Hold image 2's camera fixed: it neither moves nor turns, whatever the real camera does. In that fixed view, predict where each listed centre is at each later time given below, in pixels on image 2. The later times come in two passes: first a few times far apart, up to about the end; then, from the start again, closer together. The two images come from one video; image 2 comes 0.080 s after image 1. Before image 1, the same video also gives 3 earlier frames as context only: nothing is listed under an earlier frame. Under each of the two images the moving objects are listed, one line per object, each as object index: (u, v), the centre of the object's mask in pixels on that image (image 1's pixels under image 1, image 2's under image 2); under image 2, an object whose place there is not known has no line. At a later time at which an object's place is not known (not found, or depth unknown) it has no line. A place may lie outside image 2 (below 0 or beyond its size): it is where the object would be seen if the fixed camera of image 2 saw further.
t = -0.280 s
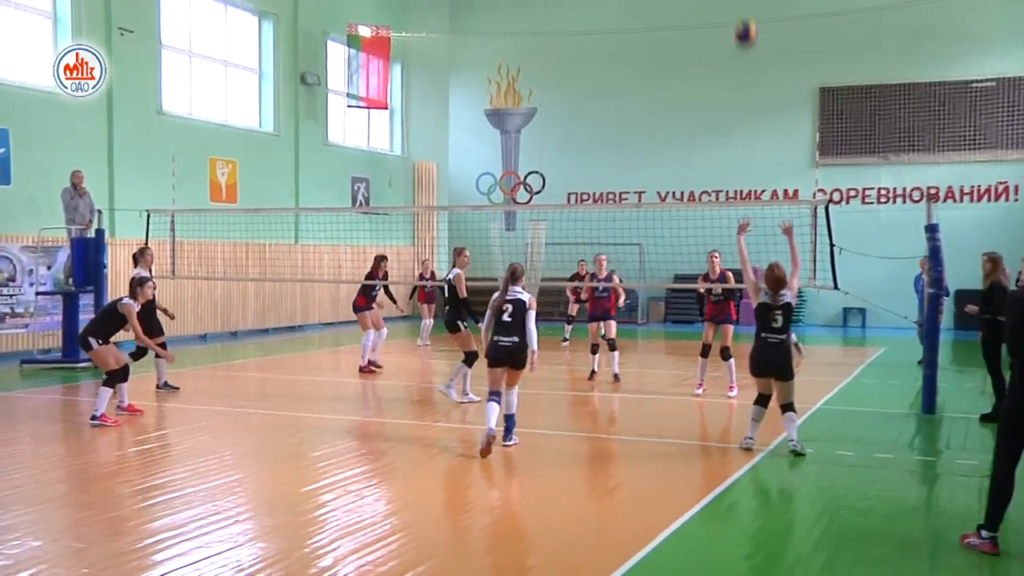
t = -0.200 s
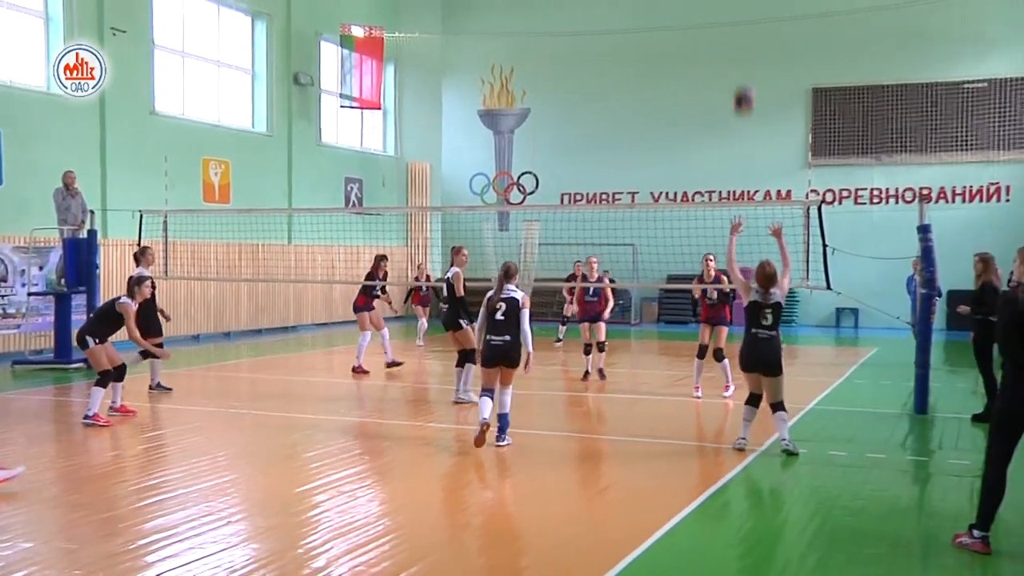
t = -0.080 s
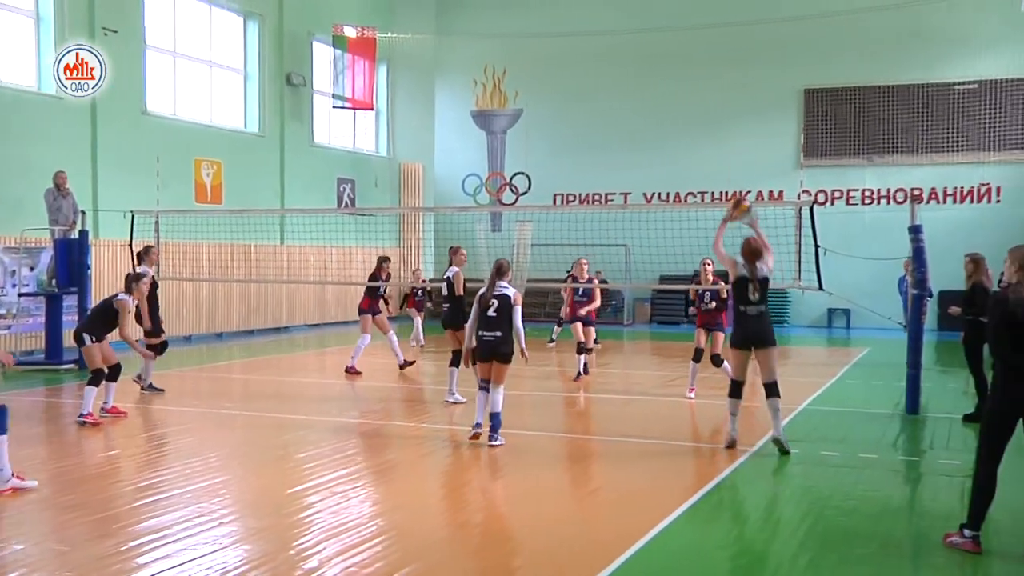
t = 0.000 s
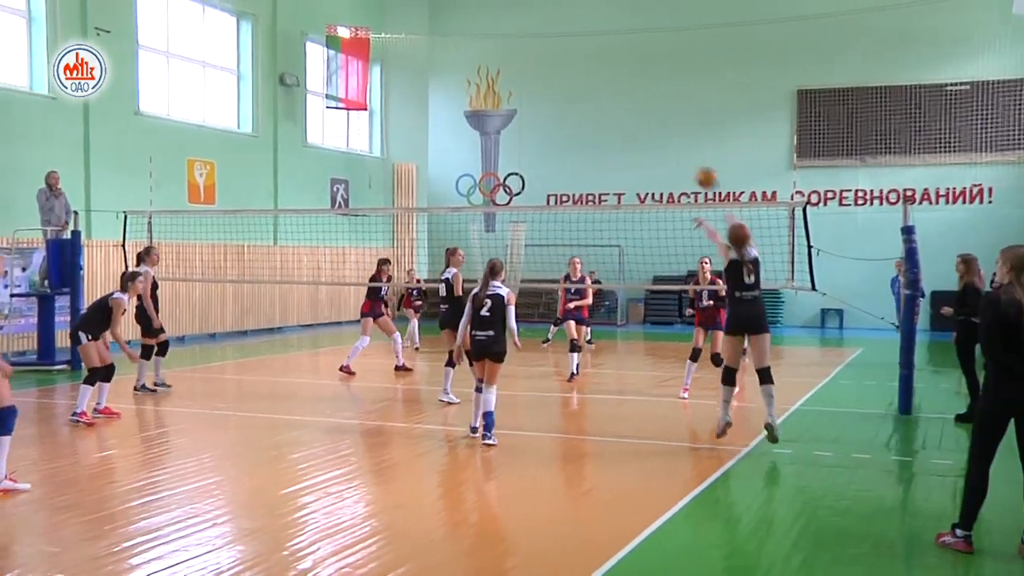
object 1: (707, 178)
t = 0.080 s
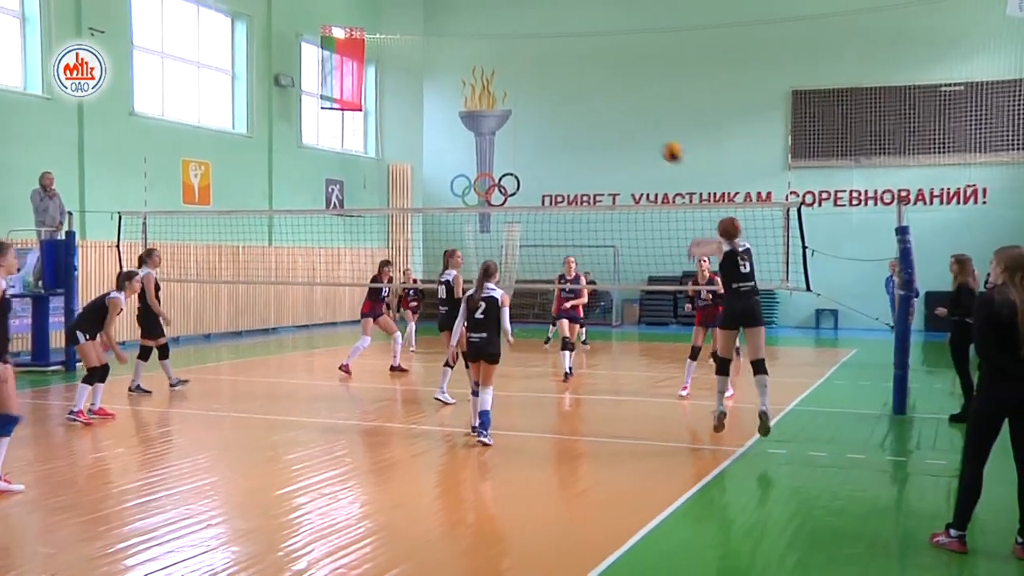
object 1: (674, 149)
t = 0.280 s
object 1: (614, 125)
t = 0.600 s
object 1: (552, 148)
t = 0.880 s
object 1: (514, 218)
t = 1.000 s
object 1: (500, 253)
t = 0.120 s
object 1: (660, 142)
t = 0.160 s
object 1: (648, 135)
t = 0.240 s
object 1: (625, 127)
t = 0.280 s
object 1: (614, 125)
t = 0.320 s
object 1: (605, 124)
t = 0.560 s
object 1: (555, 141)
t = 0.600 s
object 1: (552, 148)
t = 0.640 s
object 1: (544, 156)
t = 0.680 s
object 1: (540, 164)
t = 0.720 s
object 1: (534, 175)
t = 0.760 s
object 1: (530, 185)
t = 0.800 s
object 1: (523, 195)
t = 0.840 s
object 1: (520, 204)
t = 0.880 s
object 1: (514, 218)
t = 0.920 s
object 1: (508, 229)
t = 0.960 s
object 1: (503, 241)
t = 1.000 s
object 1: (500, 253)
